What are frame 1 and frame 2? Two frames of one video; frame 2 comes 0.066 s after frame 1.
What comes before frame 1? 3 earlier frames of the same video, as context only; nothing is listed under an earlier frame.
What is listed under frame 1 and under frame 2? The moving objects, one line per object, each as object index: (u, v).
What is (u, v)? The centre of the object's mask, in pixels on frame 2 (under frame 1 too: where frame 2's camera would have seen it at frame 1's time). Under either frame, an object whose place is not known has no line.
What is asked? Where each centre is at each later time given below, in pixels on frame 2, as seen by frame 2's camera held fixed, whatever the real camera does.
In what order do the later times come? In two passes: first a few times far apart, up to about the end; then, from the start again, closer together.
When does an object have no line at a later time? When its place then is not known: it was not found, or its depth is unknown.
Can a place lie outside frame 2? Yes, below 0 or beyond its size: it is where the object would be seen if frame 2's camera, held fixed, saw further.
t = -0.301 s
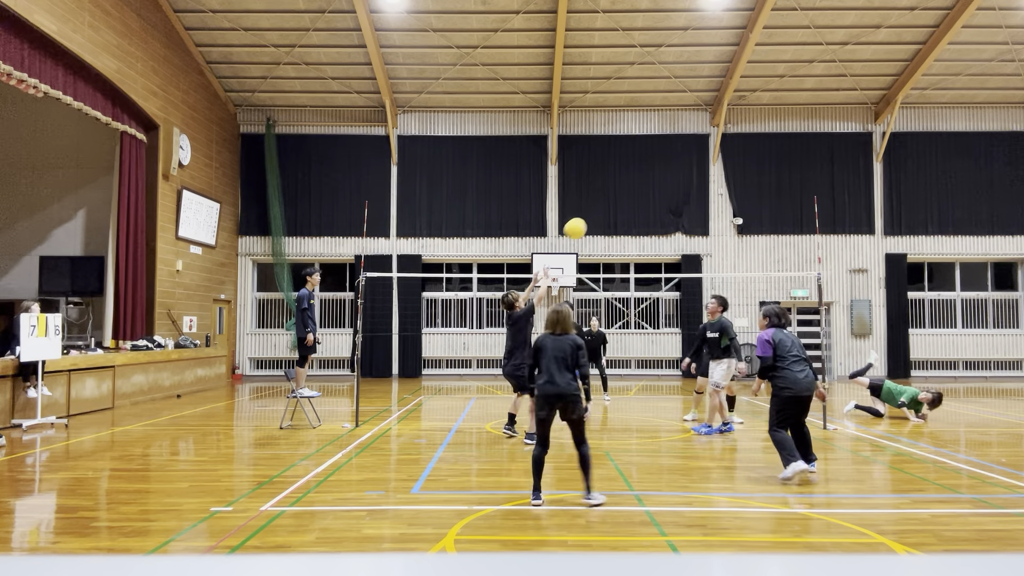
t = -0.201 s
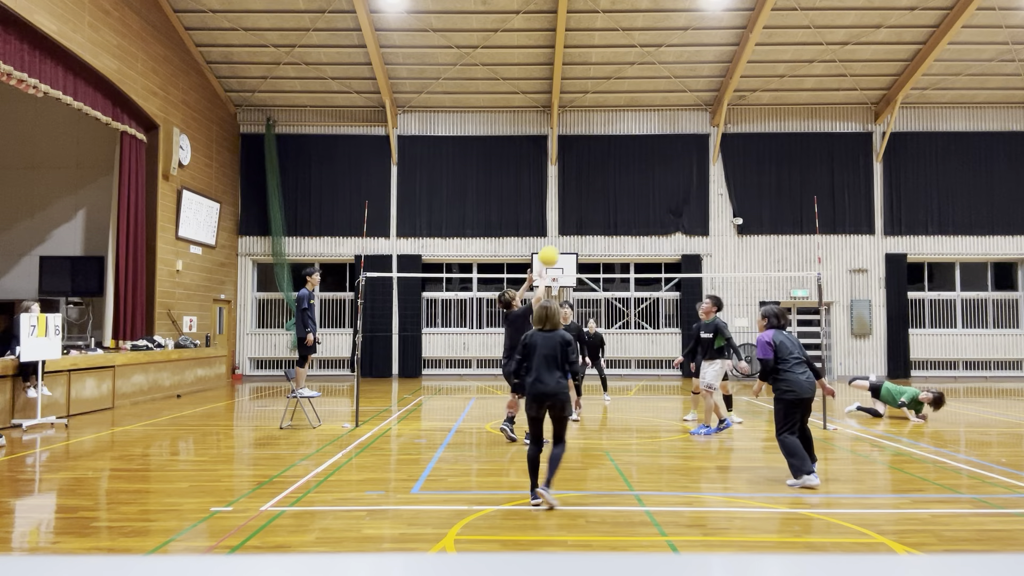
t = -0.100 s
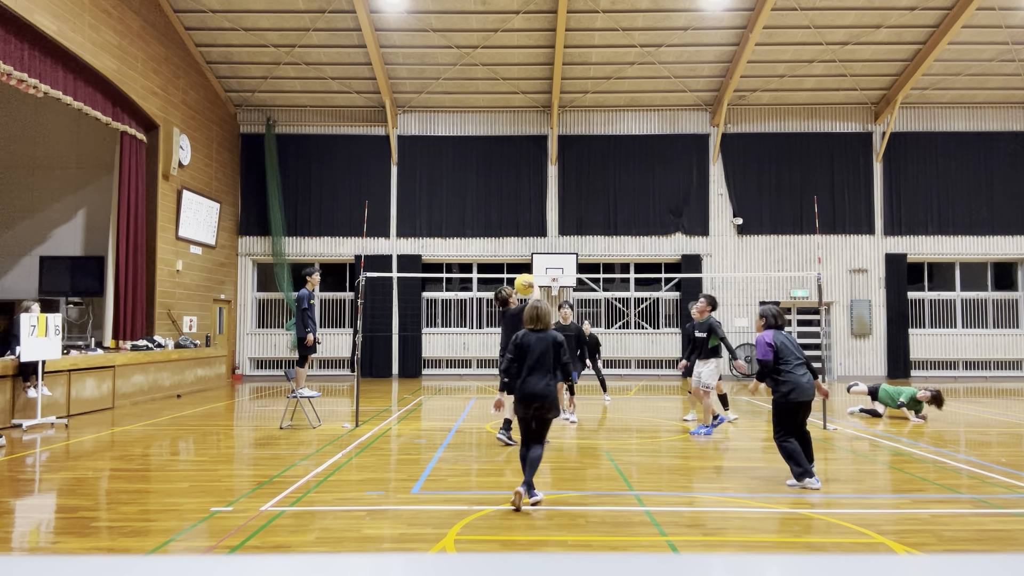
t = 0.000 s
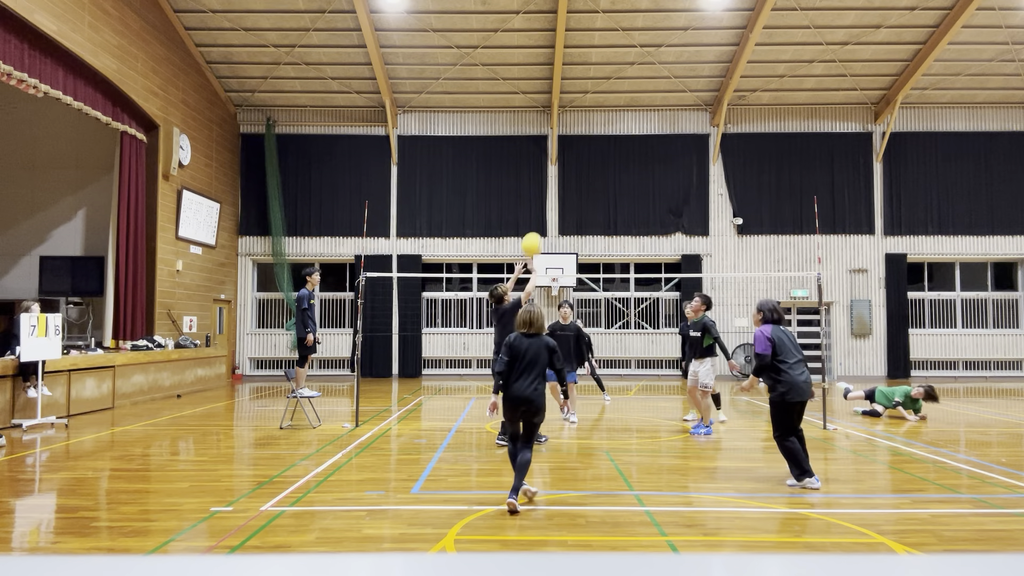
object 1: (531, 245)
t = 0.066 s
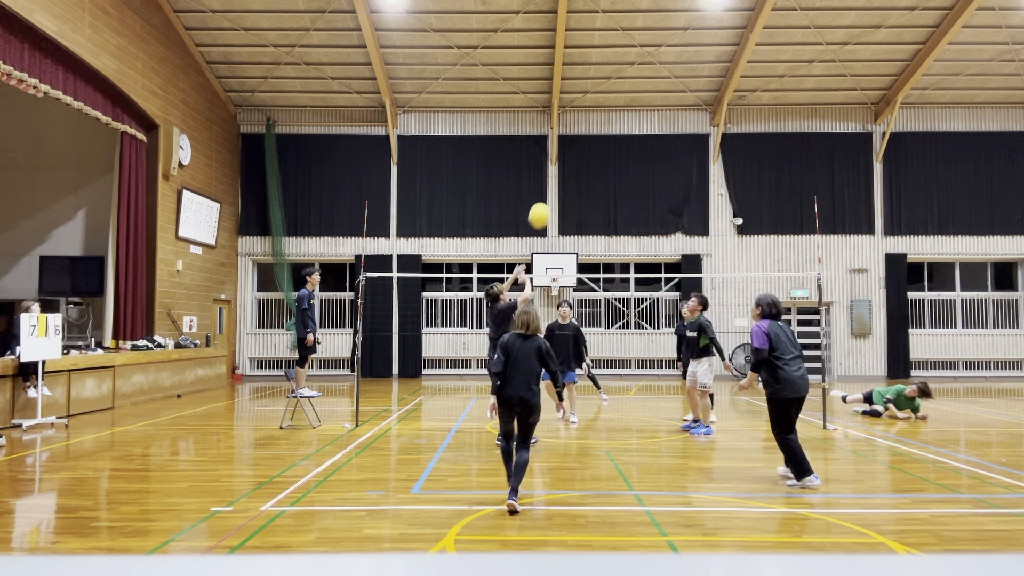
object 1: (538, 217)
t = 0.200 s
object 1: (554, 168)
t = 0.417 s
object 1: (576, 126)
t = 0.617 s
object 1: (596, 122)
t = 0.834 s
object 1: (615, 151)
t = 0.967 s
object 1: (626, 185)
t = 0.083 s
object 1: (540, 210)
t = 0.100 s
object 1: (542, 203)
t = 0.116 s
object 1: (544, 197)
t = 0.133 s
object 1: (546, 190)
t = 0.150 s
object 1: (548, 184)
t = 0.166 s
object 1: (549, 179)
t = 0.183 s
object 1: (552, 173)
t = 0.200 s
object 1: (554, 168)
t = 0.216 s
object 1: (556, 164)
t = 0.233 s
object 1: (558, 159)
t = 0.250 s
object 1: (559, 155)
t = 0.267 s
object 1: (560, 151)
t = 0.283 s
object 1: (562, 148)
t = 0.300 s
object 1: (564, 144)
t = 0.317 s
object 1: (565, 141)
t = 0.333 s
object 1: (567, 138)
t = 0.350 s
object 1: (569, 135)
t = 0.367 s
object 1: (571, 132)
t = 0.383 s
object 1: (573, 130)
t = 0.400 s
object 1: (574, 128)
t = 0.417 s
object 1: (576, 126)
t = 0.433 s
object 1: (578, 125)
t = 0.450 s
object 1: (579, 123)
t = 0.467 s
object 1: (581, 122)
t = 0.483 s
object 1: (583, 121)
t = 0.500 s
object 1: (584, 120)
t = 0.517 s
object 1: (586, 120)
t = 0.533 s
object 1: (588, 120)
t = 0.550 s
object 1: (589, 120)
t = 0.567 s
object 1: (590, 120)
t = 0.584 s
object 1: (592, 121)
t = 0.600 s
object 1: (594, 121)
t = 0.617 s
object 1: (596, 122)
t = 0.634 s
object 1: (597, 123)
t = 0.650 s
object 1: (599, 124)
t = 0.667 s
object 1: (600, 125)
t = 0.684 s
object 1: (602, 127)
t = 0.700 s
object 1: (603, 129)
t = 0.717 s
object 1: (605, 131)
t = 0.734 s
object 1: (606, 133)
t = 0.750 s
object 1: (608, 136)
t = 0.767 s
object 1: (609, 139)
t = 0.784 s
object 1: (611, 141)
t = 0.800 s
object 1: (612, 145)
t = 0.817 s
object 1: (614, 147)
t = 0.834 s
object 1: (615, 151)
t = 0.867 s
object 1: (618, 159)
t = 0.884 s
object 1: (619, 162)
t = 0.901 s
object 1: (621, 167)
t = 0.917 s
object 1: (622, 171)
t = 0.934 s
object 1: (623, 176)
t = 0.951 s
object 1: (625, 180)
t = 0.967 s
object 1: (626, 185)
